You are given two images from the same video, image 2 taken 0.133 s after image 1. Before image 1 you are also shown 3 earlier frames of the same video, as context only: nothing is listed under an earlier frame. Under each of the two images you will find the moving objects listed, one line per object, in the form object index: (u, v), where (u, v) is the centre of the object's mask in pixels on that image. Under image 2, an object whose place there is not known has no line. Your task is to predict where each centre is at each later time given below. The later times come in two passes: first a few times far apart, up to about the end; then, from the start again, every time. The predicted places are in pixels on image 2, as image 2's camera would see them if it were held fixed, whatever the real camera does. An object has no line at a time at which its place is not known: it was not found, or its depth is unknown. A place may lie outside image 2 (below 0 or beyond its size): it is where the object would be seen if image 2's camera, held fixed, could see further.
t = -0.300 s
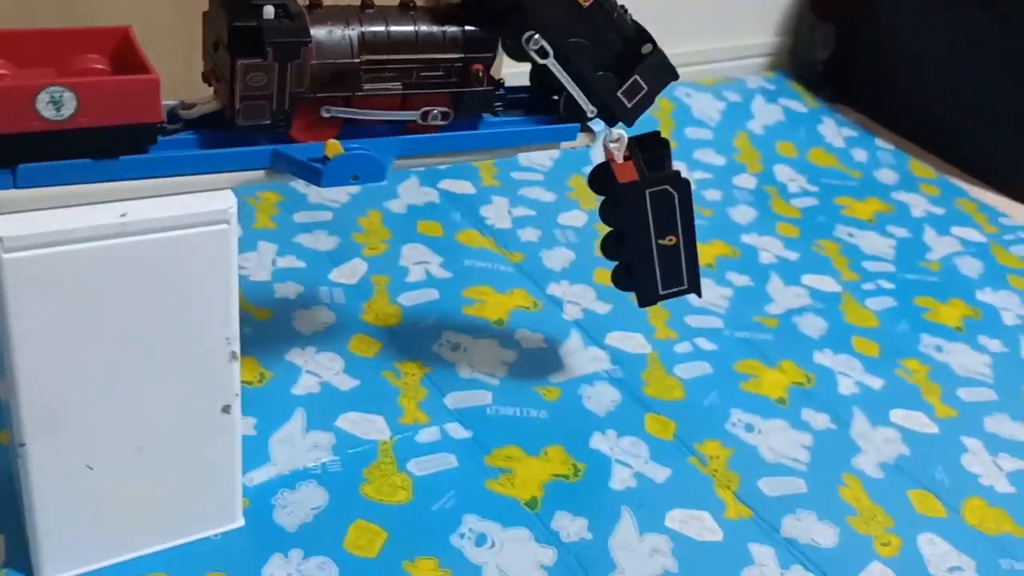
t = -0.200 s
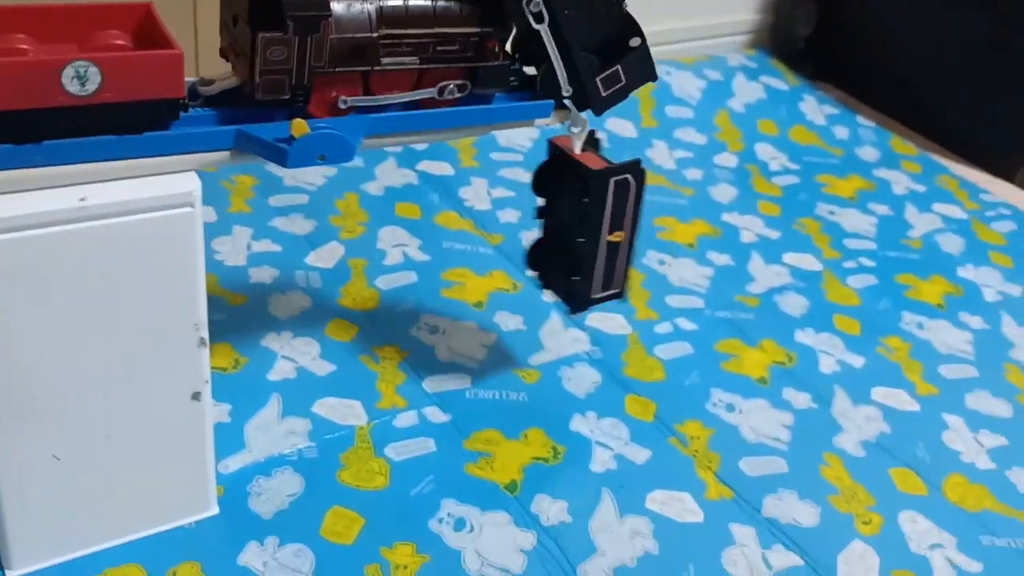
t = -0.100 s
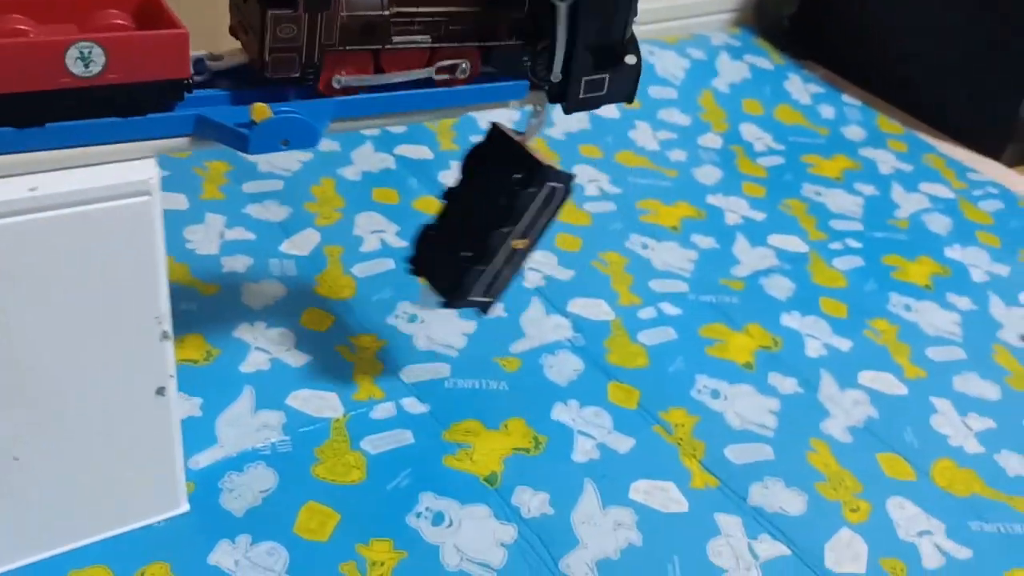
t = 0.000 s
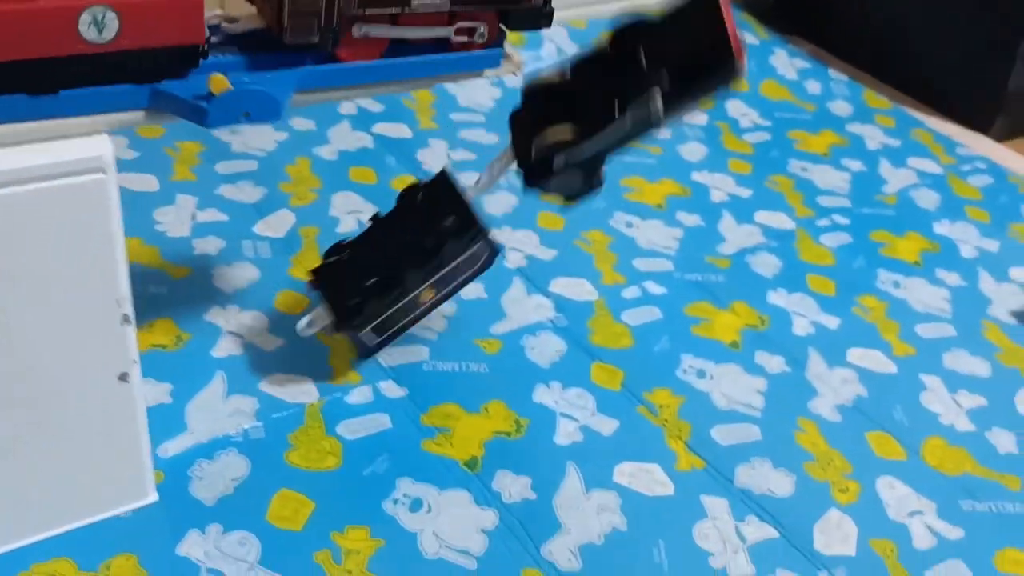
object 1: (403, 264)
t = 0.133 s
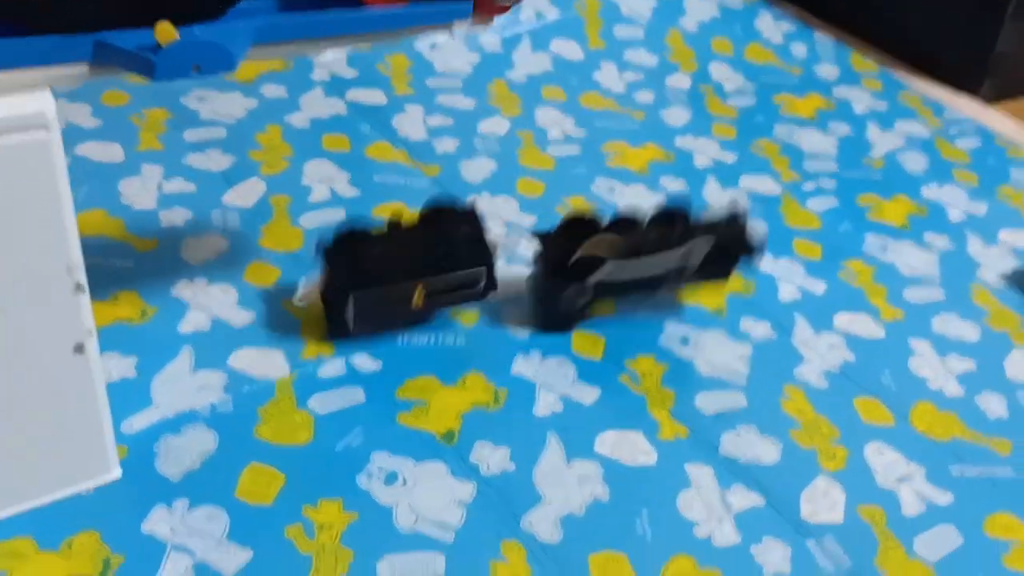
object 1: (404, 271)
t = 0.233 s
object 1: (436, 262)
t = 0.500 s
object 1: (423, 249)
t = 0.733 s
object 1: (423, 254)
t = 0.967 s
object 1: (423, 254)
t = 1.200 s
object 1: (423, 254)
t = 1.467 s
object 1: (424, 254)
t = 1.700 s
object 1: (424, 254)
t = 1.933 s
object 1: (424, 254)
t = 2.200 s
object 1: (423, 254)
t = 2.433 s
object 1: (424, 254)
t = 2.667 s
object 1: (424, 254)
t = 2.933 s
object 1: (424, 254)
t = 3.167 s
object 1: (424, 254)
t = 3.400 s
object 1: (423, 254)
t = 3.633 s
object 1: (423, 254)
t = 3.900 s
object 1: (424, 254)
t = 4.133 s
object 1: (424, 254)
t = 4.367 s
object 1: (423, 254)
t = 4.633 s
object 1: (423, 254)
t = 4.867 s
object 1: (424, 254)
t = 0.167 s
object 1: (413, 267)
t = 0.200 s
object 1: (425, 267)
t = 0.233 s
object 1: (436, 262)
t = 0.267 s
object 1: (439, 256)
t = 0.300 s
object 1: (438, 253)
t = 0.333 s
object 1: (436, 251)
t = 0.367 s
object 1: (435, 248)
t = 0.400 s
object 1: (423, 250)
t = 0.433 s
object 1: (421, 246)
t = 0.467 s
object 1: (423, 246)
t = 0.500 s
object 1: (423, 249)
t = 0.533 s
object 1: (423, 254)
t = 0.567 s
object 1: (423, 254)
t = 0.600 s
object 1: (423, 254)
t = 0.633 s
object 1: (424, 254)
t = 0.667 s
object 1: (423, 254)
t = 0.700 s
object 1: (424, 254)
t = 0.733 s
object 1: (423, 254)
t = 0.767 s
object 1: (423, 254)
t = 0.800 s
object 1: (423, 254)
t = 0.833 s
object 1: (424, 254)
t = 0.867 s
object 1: (424, 254)
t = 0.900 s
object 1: (423, 254)
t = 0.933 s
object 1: (423, 254)
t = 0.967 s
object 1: (423, 254)
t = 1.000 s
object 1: (423, 254)
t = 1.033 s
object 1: (424, 254)
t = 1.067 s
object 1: (423, 254)
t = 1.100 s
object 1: (423, 254)
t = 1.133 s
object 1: (424, 254)
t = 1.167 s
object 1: (424, 254)
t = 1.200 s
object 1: (423, 254)
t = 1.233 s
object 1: (423, 254)
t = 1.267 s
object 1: (424, 254)
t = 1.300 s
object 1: (424, 254)
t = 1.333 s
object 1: (424, 254)
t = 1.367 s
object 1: (424, 254)
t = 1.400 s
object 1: (424, 254)
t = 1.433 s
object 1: (424, 254)
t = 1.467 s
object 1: (424, 254)
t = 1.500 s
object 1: (424, 254)
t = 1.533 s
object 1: (424, 254)
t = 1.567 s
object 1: (424, 254)
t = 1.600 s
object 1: (424, 254)
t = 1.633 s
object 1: (424, 254)
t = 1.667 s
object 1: (424, 254)
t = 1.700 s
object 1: (424, 254)
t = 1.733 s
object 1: (424, 254)
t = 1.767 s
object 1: (424, 254)
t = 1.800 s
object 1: (424, 254)
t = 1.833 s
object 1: (424, 254)
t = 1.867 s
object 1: (424, 254)
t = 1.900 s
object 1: (424, 254)
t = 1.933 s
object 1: (424, 254)
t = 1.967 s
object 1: (424, 254)
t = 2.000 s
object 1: (424, 254)
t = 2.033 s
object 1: (424, 254)
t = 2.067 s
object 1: (424, 254)
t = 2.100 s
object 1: (423, 254)
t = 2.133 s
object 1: (423, 254)
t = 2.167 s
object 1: (423, 254)
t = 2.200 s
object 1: (423, 254)
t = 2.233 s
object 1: (424, 254)
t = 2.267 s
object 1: (424, 254)
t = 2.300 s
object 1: (423, 254)
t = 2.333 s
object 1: (424, 254)
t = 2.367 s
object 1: (423, 254)
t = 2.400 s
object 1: (424, 254)
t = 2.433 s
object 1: (424, 254)
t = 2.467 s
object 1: (424, 254)
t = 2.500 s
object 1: (424, 254)
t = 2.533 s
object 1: (424, 254)
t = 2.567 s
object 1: (424, 254)
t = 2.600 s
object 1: (424, 254)
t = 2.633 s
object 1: (424, 254)
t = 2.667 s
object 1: (424, 254)
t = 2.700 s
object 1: (424, 254)
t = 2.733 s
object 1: (424, 254)
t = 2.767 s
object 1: (424, 254)
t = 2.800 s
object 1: (424, 254)
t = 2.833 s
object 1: (424, 254)
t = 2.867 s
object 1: (424, 254)
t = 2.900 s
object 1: (424, 254)
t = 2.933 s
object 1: (424, 254)
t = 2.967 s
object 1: (424, 254)
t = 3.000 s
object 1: (424, 254)
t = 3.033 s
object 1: (423, 254)
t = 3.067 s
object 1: (424, 254)
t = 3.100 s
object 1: (424, 254)
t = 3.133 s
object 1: (423, 254)
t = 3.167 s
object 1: (424, 254)
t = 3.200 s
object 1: (423, 254)
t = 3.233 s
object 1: (423, 254)
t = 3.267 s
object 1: (424, 254)
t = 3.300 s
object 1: (423, 254)
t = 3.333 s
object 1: (423, 254)
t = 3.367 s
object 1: (423, 254)
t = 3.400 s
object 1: (423, 254)
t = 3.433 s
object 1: (423, 254)
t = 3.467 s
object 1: (423, 254)
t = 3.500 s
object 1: (423, 254)
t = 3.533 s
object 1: (424, 254)
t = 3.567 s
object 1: (424, 254)
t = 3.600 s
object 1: (424, 254)
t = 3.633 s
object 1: (423, 254)
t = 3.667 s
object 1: (423, 254)
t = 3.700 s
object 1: (423, 254)
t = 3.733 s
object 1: (424, 254)
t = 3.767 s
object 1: (424, 254)
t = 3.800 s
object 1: (424, 254)
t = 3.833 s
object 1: (424, 254)
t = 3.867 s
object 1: (424, 254)
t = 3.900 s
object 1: (424, 254)
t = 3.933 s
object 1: (424, 254)
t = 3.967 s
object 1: (424, 254)
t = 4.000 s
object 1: (424, 254)
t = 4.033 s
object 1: (424, 254)
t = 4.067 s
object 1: (424, 254)
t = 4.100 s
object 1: (424, 254)
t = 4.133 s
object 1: (424, 254)
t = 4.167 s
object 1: (424, 254)
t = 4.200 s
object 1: (424, 254)
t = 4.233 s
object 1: (424, 254)
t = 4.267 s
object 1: (424, 254)
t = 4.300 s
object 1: (424, 254)
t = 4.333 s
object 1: (423, 254)
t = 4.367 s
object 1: (423, 254)
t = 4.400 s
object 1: (423, 254)
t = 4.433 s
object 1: (423, 254)
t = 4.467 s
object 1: (423, 254)
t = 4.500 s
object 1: (424, 254)
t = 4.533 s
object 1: (424, 254)
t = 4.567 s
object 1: (423, 254)
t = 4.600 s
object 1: (423, 254)
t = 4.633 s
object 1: (423, 254)
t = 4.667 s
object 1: (424, 254)
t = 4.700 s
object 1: (424, 254)
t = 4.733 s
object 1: (424, 254)
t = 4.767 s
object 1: (424, 254)
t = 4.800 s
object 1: (424, 254)
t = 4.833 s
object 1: (424, 254)
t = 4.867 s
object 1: (424, 254)
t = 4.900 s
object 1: (424, 254)
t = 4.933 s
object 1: (424, 254)
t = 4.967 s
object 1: (424, 254)
